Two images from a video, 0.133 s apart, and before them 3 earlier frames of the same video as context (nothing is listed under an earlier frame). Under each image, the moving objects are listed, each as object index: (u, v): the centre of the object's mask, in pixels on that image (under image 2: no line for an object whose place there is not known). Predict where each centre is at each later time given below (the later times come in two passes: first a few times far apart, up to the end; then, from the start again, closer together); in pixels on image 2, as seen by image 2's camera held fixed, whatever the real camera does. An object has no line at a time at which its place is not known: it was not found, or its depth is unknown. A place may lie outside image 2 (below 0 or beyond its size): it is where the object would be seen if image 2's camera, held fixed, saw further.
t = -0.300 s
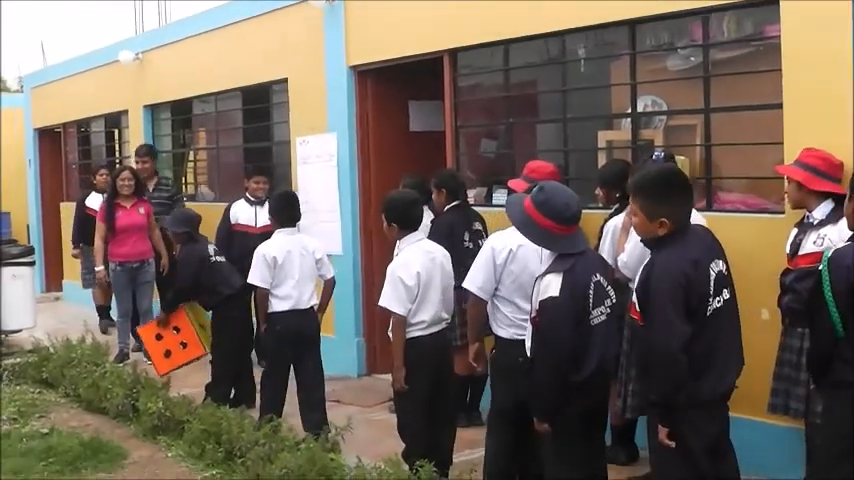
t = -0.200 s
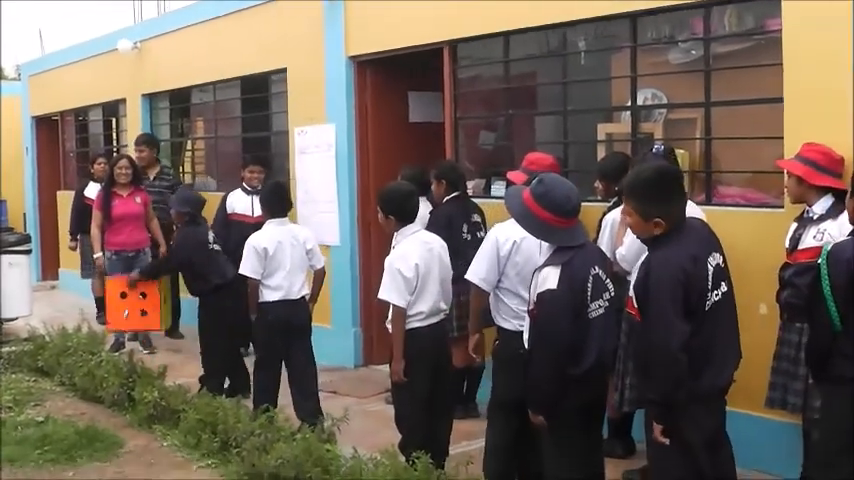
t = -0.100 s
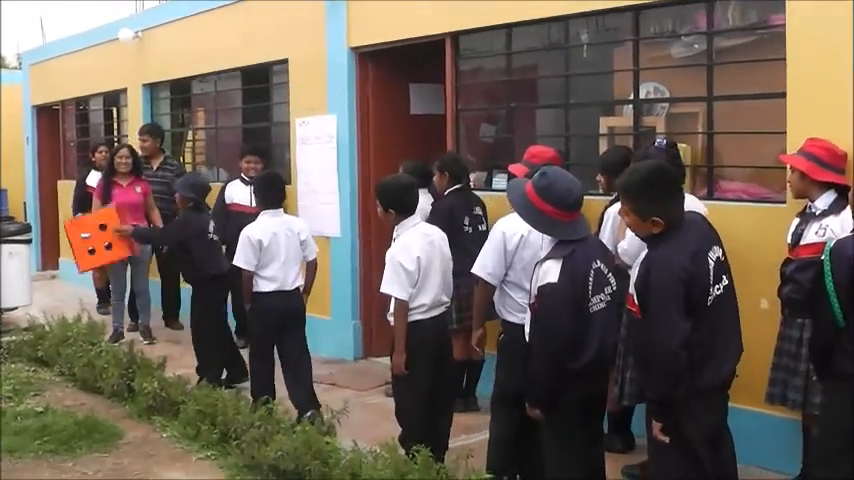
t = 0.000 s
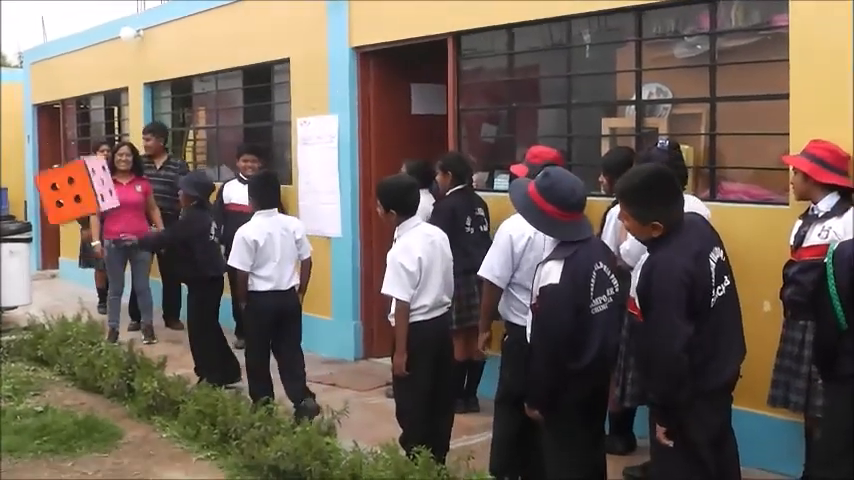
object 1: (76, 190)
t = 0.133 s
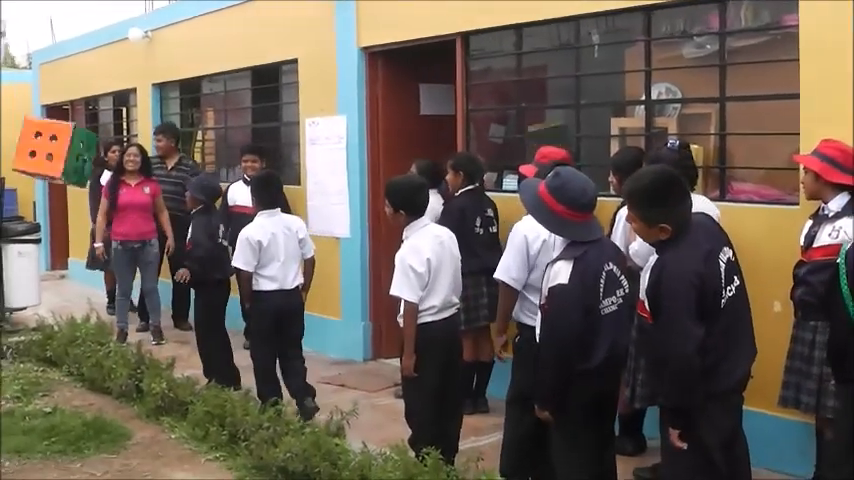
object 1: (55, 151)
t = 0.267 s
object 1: (28, 142)
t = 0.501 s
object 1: (-3, 190)
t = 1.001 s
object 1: (-83, 351)
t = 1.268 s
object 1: (-121, 353)
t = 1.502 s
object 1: (-124, 361)
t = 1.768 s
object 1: (-120, 361)
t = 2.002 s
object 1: (-120, 361)
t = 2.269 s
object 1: (-120, 361)
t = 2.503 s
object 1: (-120, 361)
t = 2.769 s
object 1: (-120, 361)
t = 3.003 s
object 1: (-121, 362)
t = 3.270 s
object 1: (-121, 362)
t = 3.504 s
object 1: (-120, 361)
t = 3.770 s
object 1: (-120, 361)
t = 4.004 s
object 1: (-120, 361)
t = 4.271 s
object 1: (-119, 361)
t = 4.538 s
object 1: (-119, 361)
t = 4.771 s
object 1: (-120, 361)
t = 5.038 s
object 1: (-120, 361)
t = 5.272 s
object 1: (-119, 361)
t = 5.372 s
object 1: (-120, 361)
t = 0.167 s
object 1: (48, 146)
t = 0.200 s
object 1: (41, 143)
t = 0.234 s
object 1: (34, 141)
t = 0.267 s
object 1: (28, 142)
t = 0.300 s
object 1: (21, 145)
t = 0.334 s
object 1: (17, 149)
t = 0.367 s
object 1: (13, 153)
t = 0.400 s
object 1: (9, 155)
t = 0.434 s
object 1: (7, 167)
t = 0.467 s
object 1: (2, 179)
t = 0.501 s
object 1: (-3, 190)
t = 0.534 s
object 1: (-5, 194)
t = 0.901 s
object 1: (-63, 362)
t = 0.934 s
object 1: (-70, 358)
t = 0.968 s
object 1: (-75, 355)
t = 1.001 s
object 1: (-83, 351)
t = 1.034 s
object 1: (-89, 349)
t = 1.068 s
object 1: (-96, 349)
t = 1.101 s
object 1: (-102, 350)
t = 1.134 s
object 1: (-108, 353)
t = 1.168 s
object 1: (-114, 358)
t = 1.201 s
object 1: (-119, 356)
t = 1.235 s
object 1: (-120, 354)
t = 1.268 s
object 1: (-121, 353)
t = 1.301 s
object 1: (-122, 353)
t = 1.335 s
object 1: (-121, 353)
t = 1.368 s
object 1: (-121, 355)
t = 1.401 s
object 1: (-124, 358)
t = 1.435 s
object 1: (-124, 360)
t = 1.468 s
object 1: (-124, 363)
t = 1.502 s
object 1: (-124, 361)
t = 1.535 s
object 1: (-124, 360)
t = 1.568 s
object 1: (-124, 360)
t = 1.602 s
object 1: (-123, 361)
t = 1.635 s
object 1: (-122, 360)
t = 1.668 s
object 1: (-121, 361)
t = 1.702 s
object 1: (-120, 361)
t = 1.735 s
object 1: (-120, 361)
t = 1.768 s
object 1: (-120, 361)
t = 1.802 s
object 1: (-121, 361)
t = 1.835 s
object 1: (-121, 361)
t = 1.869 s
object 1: (-121, 361)
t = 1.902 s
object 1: (-120, 361)
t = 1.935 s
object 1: (-120, 361)
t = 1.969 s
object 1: (-120, 361)
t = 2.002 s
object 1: (-120, 361)
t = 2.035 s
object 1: (-120, 361)
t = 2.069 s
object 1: (-120, 361)
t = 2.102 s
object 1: (-120, 361)
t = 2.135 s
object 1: (-120, 361)
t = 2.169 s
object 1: (-120, 361)
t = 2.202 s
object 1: (-120, 361)
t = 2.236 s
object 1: (-120, 361)
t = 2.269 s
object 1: (-120, 361)
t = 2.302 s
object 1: (-120, 361)
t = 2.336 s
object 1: (-120, 361)
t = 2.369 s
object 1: (-119, 361)
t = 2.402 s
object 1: (-119, 361)
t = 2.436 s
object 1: (-119, 361)
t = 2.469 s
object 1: (-120, 361)
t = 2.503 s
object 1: (-120, 361)
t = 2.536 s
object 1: (-120, 361)
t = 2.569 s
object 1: (-120, 362)
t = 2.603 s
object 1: (-120, 361)
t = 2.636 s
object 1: (-120, 361)
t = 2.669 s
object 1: (-120, 361)
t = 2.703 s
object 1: (-119, 361)
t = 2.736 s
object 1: (-120, 361)
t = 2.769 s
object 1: (-120, 361)
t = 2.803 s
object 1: (-120, 361)
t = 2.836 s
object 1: (-120, 361)
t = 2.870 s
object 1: (-121, 361)
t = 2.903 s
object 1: (-121, 361)
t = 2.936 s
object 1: (-121, 361)
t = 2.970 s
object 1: (-121, 362)
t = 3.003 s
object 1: (-121, 362)
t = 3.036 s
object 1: (-121, 361)
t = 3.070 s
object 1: (-121, 362)
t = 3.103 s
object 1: (-121, 362)
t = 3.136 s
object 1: (-121, 362)
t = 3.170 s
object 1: (-121, 362)
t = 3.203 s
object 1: (-120, 362)
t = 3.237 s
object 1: (-121, 362)
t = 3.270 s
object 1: (-121, 362)
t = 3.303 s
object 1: (-121, 362)
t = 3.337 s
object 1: (-120, 362)
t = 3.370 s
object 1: (-120, 361)
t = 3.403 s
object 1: (-120, 361)
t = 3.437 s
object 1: (-120, 362)
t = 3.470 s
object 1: (-120, 361)
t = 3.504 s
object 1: (-120, 361)
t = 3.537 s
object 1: (-120, 361)
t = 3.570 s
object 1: (-120, 361)
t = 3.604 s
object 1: (-120, 361)
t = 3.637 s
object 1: (-120, 361)
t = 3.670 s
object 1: (-120, 361)
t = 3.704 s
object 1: (-120, 361)
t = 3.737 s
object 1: (-120, 361)
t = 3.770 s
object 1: (-120, 361)
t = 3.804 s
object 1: (-120, 361)
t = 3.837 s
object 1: (-120, 361)
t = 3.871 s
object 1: (-120, 361)
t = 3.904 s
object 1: (-120, 361)
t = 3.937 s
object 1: (-120, 361)
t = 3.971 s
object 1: (-119, 361)
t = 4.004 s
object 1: (-120, 361)
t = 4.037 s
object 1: (-120, 361)
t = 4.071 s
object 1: (-120, 361)
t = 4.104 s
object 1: (-120, 361)
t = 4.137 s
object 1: (-120, 361)
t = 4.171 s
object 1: (-120, 361)
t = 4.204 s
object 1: (-120, 361)
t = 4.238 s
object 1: (-119, 361)
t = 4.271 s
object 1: (-119, 361)
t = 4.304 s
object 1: (-119, 361)
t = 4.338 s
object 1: (-119, 361)
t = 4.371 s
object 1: (-119, 361)
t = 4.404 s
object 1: (-119, 361)
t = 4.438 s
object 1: (-119, 361)
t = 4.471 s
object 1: (-120, 361)
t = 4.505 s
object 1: (-119, 361)
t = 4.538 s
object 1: (-119, 361)
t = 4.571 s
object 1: (-120, 361)
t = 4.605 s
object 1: (-119, 361)
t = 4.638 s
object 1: (-120, 361)
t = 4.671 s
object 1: (-119, 361)
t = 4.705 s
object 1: (-120, 361)
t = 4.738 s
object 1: (-120, 361)
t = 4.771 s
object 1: (-120, 361)
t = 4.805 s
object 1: (-120, 361)
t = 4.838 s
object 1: (-120, 361)
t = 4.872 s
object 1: (-120, 361)
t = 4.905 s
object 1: (-120, 361)
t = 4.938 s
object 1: (-120, 361)
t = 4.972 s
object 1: (-120, 361)
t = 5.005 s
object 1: (-119, 361)
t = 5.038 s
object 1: (-120, 361)
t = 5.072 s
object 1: (-119, 361)
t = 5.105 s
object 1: (-119, 361)
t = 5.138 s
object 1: (-120, 361)
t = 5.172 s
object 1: (-119, 361)
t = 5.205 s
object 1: (-120, 361)
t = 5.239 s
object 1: (-120, 361)
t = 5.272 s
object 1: (-119, 361)
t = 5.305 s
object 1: (-120, 361)
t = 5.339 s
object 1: (-120, 361)
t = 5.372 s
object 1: (-120, 361)
